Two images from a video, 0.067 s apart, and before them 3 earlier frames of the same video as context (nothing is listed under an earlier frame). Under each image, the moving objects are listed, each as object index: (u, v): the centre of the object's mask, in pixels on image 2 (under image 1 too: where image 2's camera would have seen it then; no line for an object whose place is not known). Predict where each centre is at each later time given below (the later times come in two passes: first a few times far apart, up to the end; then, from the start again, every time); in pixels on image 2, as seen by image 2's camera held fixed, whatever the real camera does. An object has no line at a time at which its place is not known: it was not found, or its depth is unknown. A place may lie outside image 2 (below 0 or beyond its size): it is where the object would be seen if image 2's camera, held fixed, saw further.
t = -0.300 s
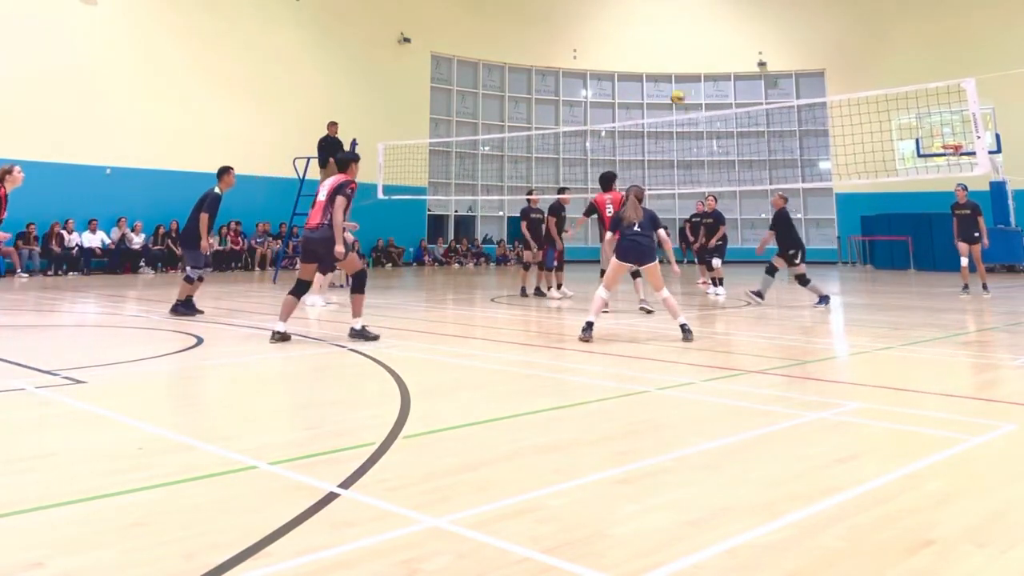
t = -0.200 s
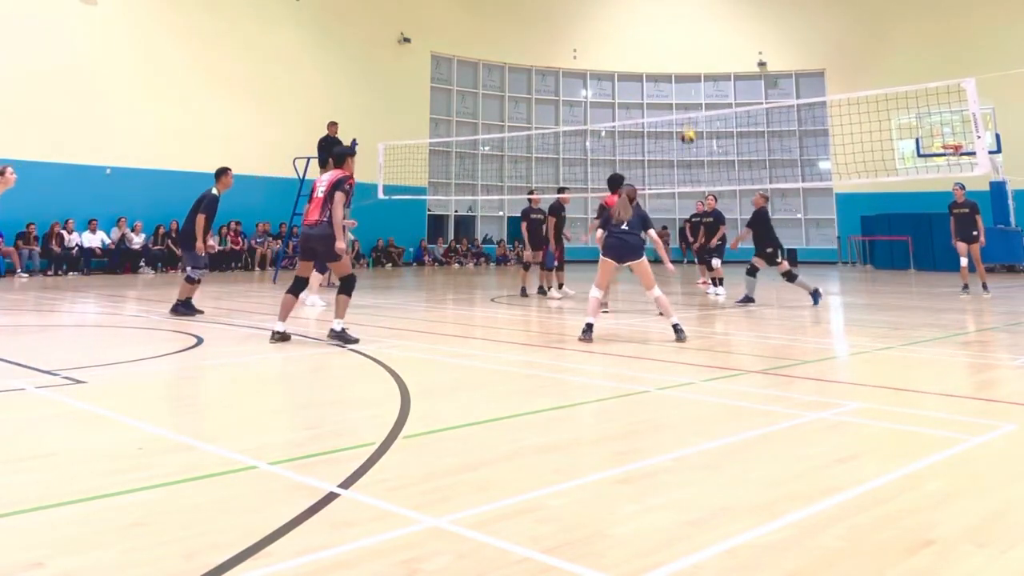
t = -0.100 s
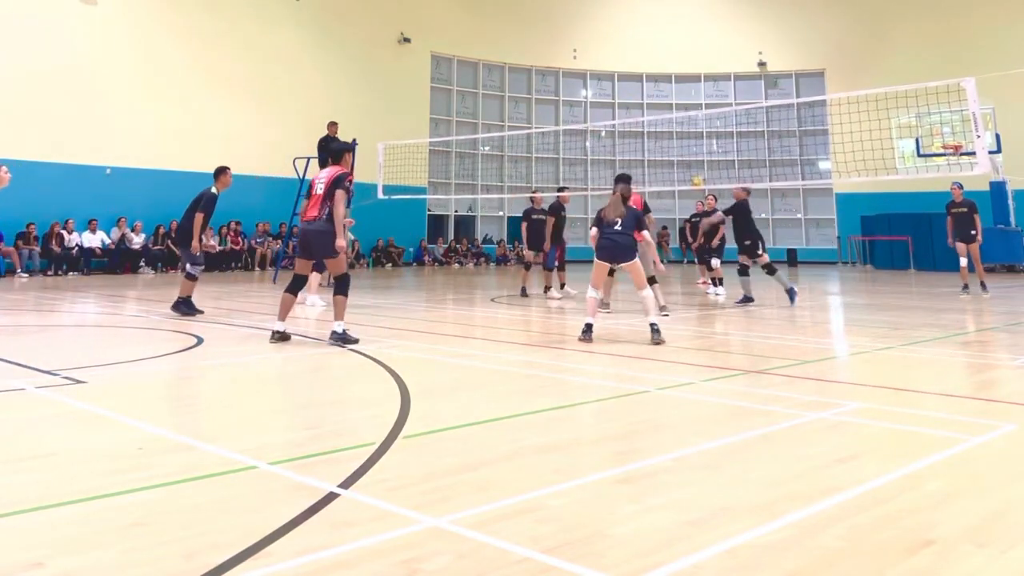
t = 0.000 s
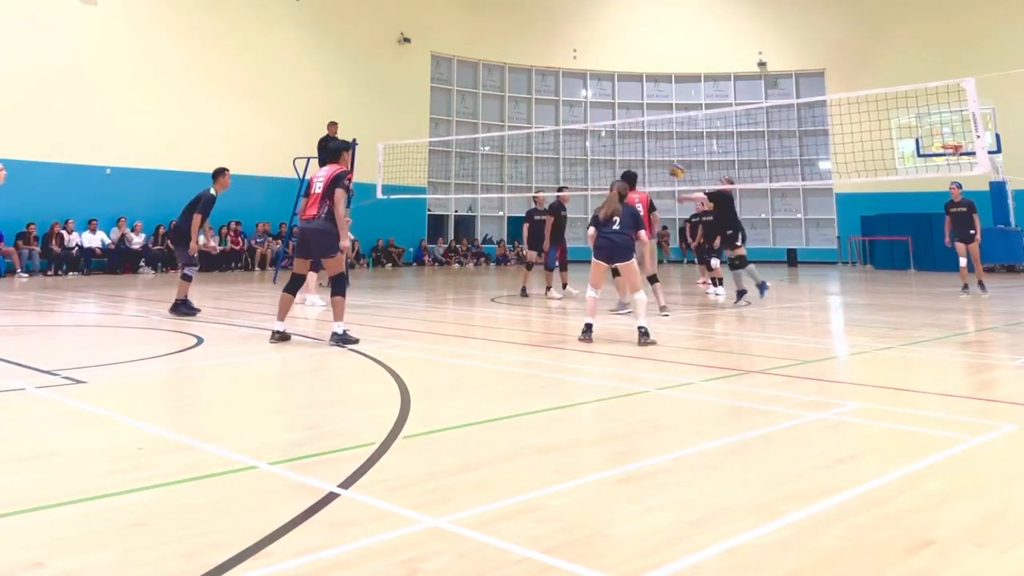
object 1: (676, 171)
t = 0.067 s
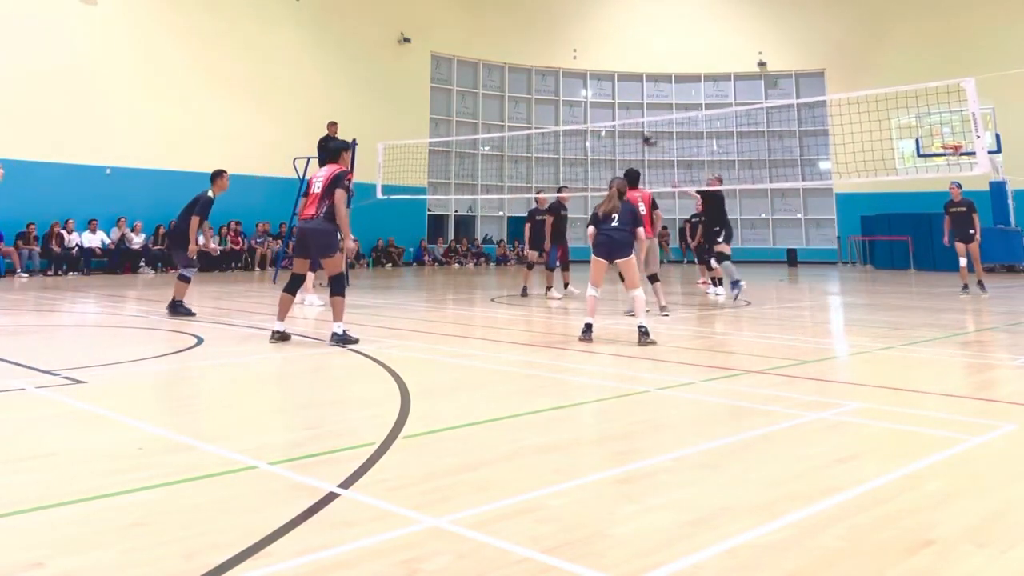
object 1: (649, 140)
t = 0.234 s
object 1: (601, 88)
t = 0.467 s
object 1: (545, 55)
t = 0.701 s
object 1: (489, 64)
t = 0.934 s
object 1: (428, 119)
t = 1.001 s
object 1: (411, 143)
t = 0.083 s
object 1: (643, 133)
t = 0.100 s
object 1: (636, 127)
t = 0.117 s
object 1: (629, 120)
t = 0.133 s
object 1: (625, 114)
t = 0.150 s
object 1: (621, 110)
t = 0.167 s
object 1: (616, 104)
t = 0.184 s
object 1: (613, 100)
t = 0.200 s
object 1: (608, 96)
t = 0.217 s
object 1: (605, 91)
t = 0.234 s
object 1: (601, 88)
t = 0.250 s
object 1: (596, 84)
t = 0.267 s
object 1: (593, 81)
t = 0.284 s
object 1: (589, 78)
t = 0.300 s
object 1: (584, 75)
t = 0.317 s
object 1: (581, 72)
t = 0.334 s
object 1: (577, 69)
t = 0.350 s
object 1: (574, 65)
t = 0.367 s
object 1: (570, 64)
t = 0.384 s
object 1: (566, 62)
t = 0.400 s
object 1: (562, 61)
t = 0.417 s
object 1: (558, 59)
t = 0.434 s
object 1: (553, 57)
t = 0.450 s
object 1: (549, 57)
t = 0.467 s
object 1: (545, 55)
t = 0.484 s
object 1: (542, 55)
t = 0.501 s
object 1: (538, 54)
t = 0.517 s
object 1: (533, 54)
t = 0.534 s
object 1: (530, 54)
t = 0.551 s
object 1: (525, 54)
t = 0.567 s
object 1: (521, 54)
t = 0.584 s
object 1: (517, 55)
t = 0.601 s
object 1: (513, 55)
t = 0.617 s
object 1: (509, 56)
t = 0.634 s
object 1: (505, 57)
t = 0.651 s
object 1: (501, 59)
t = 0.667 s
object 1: (497, 62)
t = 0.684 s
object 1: (494, 62)
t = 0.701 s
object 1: (489, 64)
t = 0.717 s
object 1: (485, 68)
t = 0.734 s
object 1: (481, 70)
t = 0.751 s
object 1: (476, 72)
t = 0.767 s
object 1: (472, 75)
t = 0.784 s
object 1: (467, 78)
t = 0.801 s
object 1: (463, 82)
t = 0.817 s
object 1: (459, 85)
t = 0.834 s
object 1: (455, 90)
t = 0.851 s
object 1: (450, 94)
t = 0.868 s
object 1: (446, 99)
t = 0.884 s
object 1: (442, 104)
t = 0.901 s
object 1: (438, 108)
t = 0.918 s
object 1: (433, 113)
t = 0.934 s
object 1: (428, 119)
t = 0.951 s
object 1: (424, 125)
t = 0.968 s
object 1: (420, 130)
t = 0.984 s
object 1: (416, 136)
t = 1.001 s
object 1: (411, 143)
